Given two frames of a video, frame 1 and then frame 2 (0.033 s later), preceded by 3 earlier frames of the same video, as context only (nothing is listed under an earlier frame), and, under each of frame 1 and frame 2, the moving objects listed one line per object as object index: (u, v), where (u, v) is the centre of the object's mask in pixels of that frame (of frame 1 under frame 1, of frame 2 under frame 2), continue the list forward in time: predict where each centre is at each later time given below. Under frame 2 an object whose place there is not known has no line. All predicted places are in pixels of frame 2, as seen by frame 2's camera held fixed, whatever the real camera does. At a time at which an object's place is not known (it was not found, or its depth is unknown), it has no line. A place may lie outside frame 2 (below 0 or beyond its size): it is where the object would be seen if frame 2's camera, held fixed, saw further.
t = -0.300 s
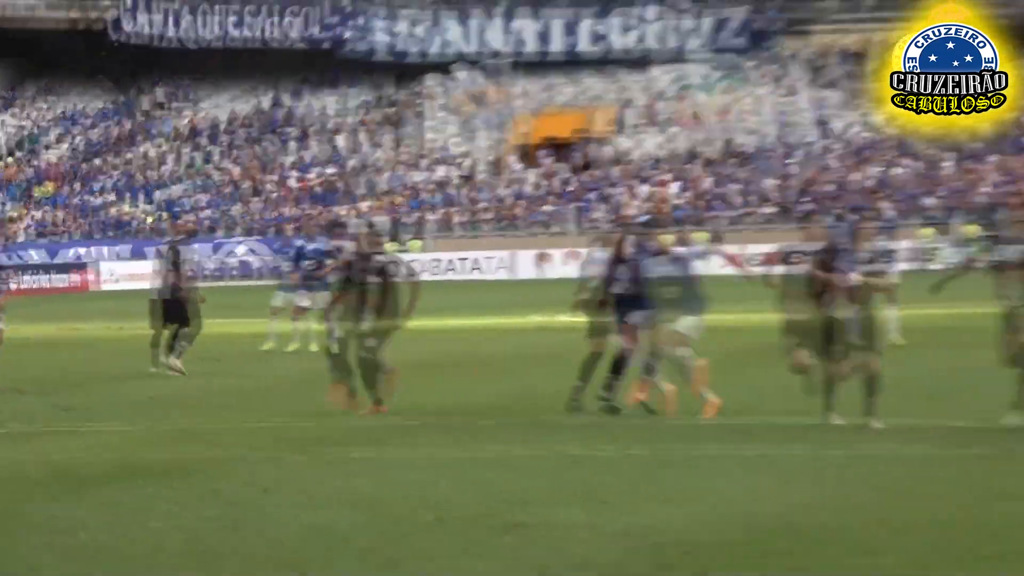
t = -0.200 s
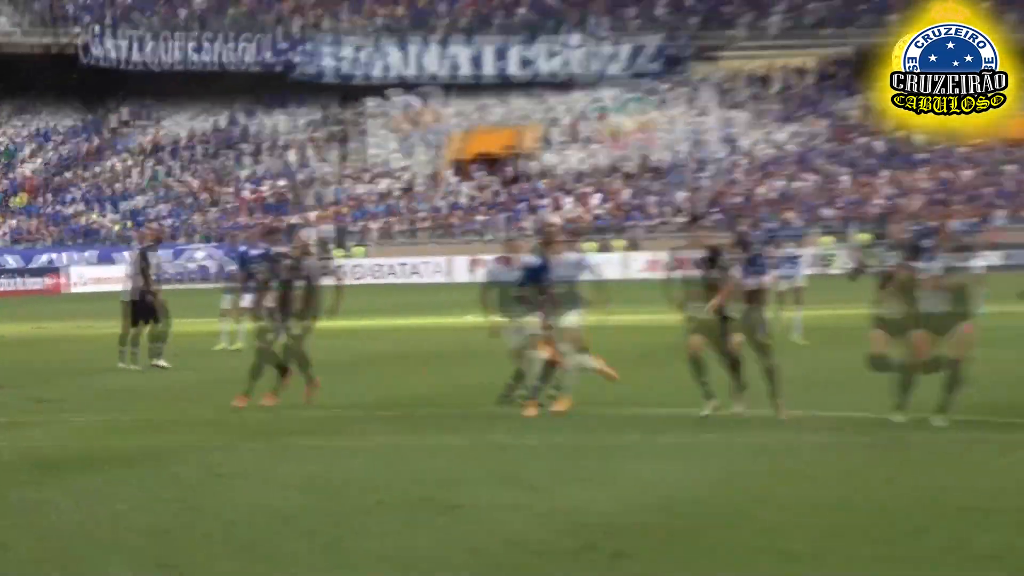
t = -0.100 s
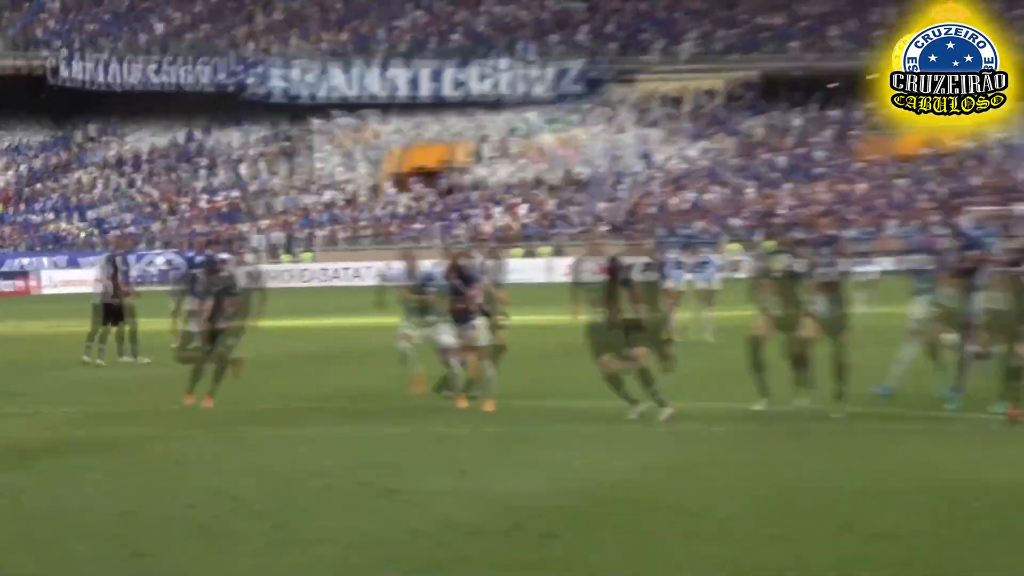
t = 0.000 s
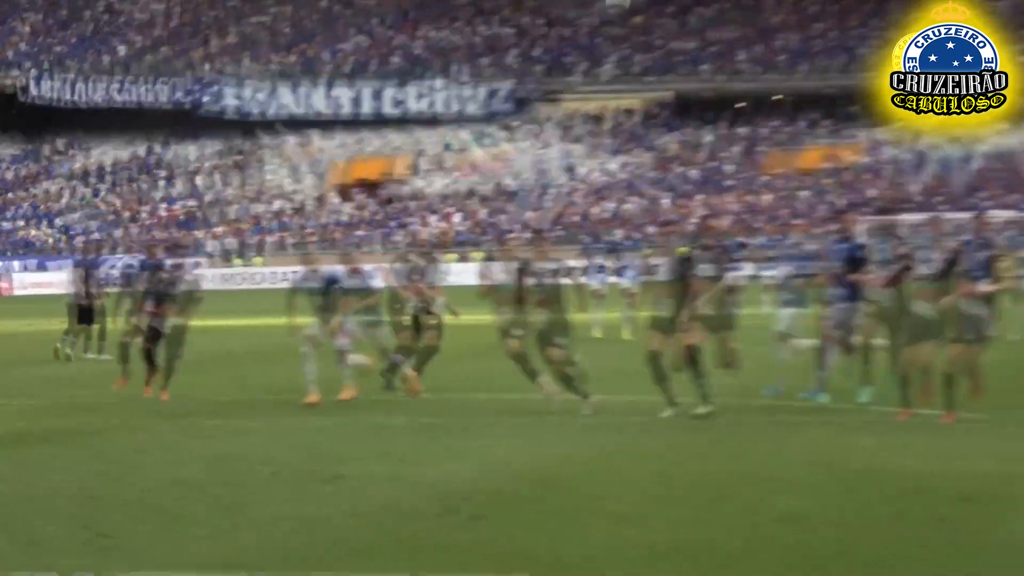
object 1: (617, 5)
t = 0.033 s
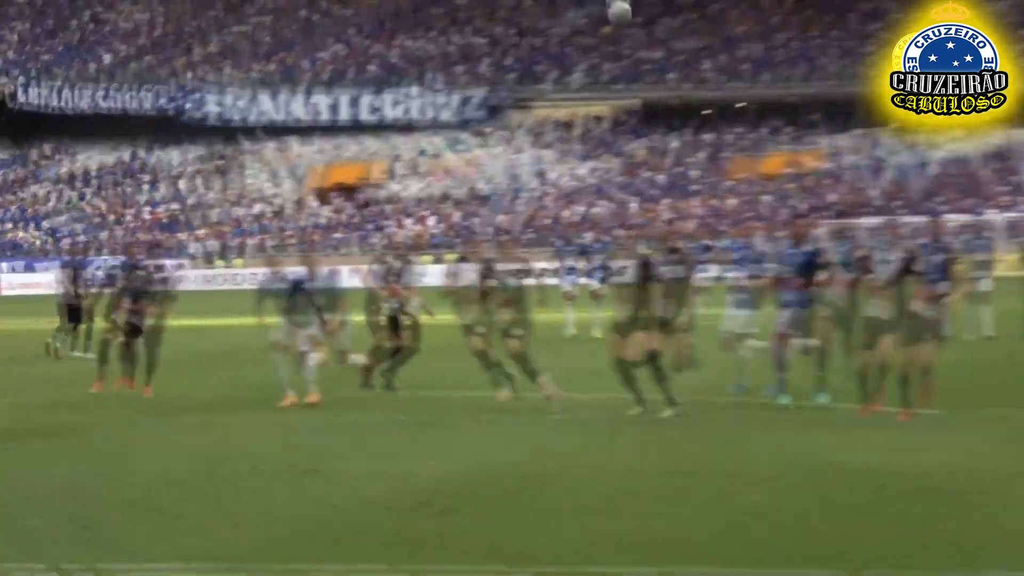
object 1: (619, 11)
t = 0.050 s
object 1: (625, 11)
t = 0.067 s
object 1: (626, 12)
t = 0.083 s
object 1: (633, 17)
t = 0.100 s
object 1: (649, 30)
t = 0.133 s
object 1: (673, 42)
